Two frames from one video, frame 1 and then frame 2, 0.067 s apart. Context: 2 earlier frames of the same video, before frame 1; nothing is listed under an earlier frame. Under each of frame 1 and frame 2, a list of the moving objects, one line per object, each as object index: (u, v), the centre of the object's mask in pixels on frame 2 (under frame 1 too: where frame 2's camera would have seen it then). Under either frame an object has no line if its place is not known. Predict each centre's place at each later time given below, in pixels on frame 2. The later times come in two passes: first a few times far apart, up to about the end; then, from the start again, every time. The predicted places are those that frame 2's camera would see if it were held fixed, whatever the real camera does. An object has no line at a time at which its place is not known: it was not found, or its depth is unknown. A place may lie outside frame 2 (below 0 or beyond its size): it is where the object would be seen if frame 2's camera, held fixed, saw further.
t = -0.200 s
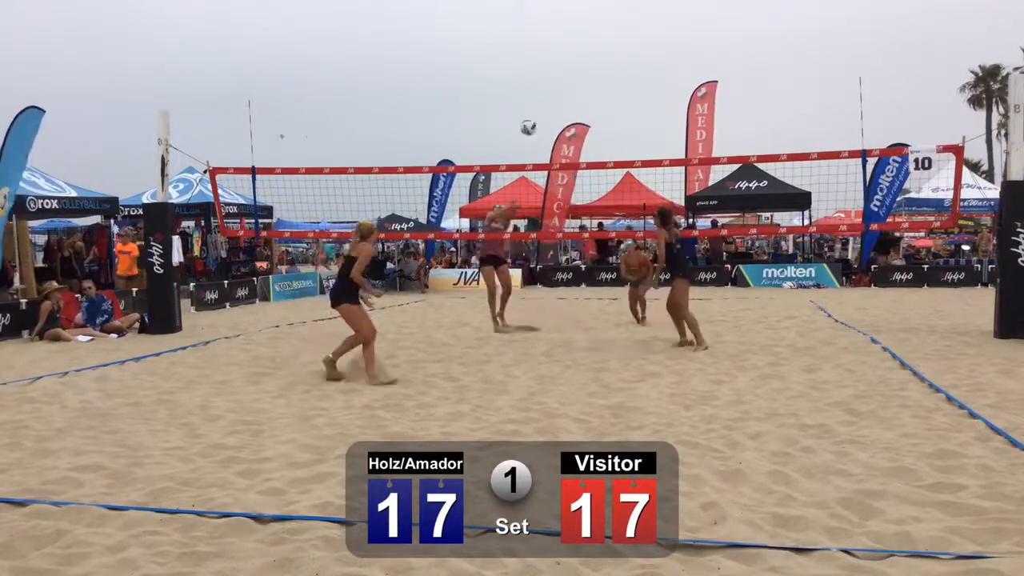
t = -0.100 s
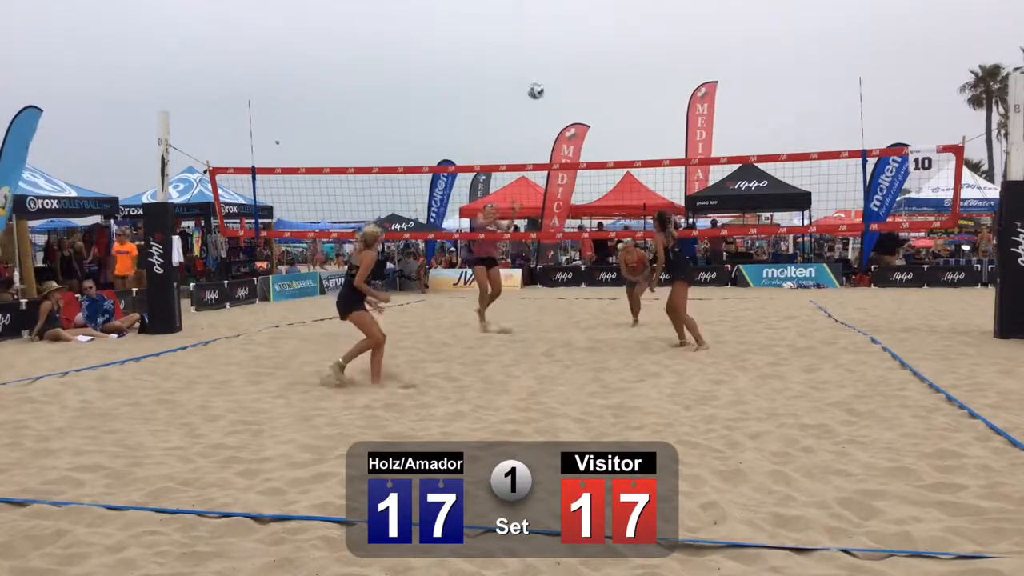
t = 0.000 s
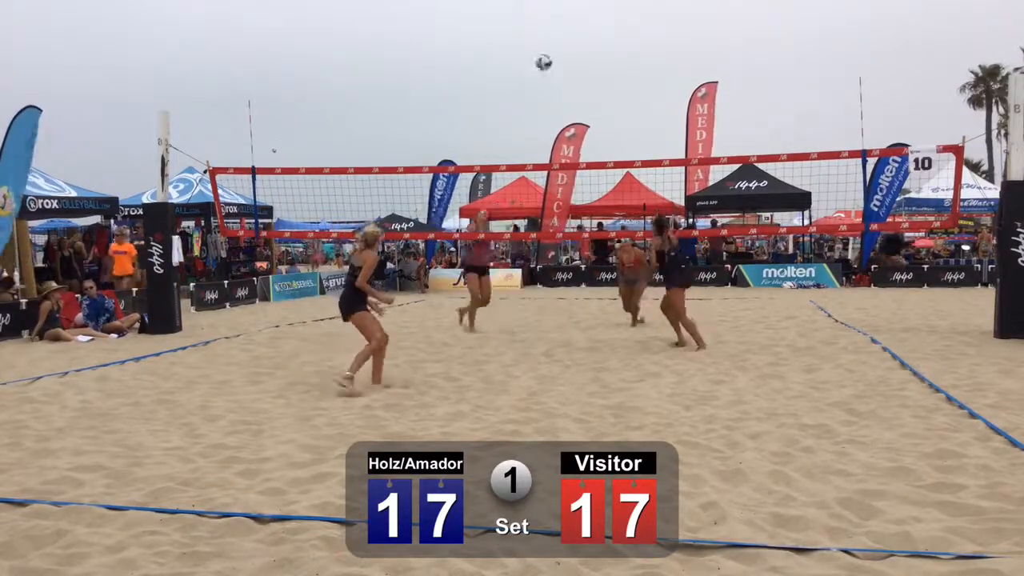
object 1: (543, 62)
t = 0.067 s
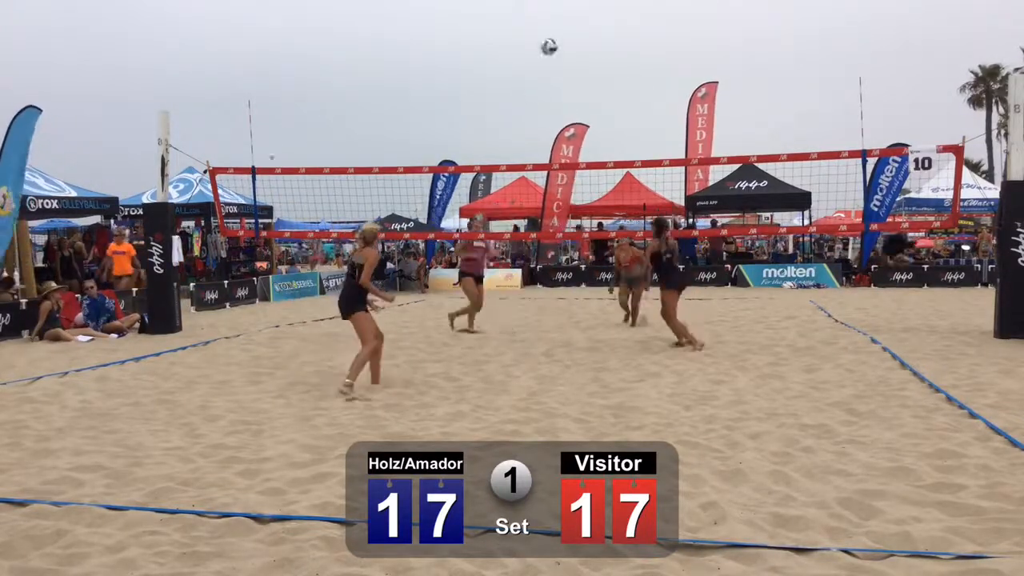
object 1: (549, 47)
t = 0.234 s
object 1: (563, 22)
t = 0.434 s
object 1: (580, 20)
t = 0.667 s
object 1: (600, 55)
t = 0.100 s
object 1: (552, 40)
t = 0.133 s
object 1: (555, 35)
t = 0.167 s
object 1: (557, 30)
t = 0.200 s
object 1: (560, 26)
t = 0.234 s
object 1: (563, 22)
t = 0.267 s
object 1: (566, 20)
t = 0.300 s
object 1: (569, 18)
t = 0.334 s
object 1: (571, 17)
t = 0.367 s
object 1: (574, 17)
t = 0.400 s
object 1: (577, 18)
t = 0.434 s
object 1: (580, 20)
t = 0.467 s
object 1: (583, 22)
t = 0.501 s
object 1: (586, 26)
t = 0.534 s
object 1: (589, 30)
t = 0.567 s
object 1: (592, 35)
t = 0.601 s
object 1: (594, 41)
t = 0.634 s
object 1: (597, 48)
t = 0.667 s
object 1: (600, 55)
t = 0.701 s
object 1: (603, 63)
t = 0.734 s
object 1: (606, 73)
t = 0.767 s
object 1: (609, 84)
